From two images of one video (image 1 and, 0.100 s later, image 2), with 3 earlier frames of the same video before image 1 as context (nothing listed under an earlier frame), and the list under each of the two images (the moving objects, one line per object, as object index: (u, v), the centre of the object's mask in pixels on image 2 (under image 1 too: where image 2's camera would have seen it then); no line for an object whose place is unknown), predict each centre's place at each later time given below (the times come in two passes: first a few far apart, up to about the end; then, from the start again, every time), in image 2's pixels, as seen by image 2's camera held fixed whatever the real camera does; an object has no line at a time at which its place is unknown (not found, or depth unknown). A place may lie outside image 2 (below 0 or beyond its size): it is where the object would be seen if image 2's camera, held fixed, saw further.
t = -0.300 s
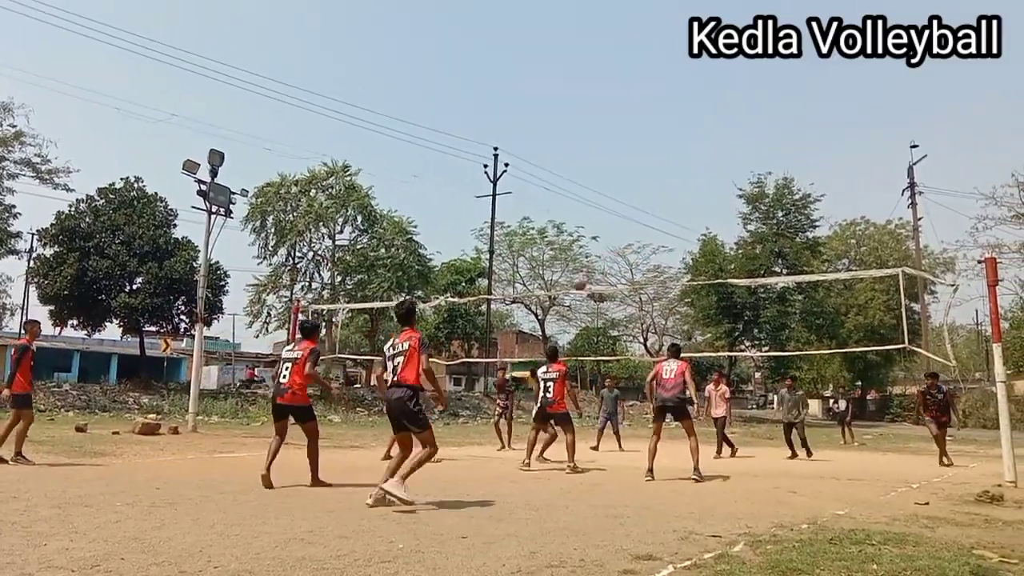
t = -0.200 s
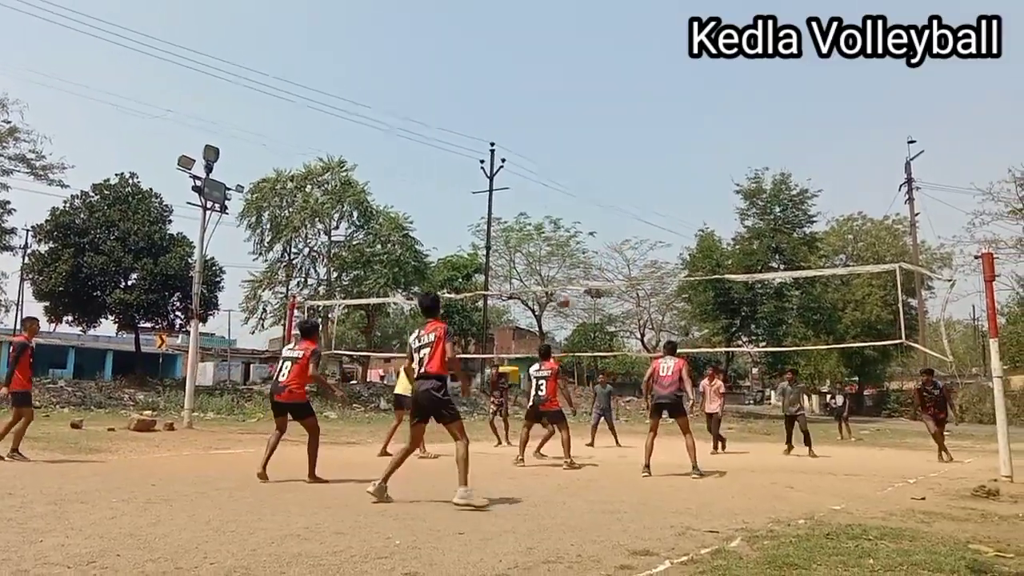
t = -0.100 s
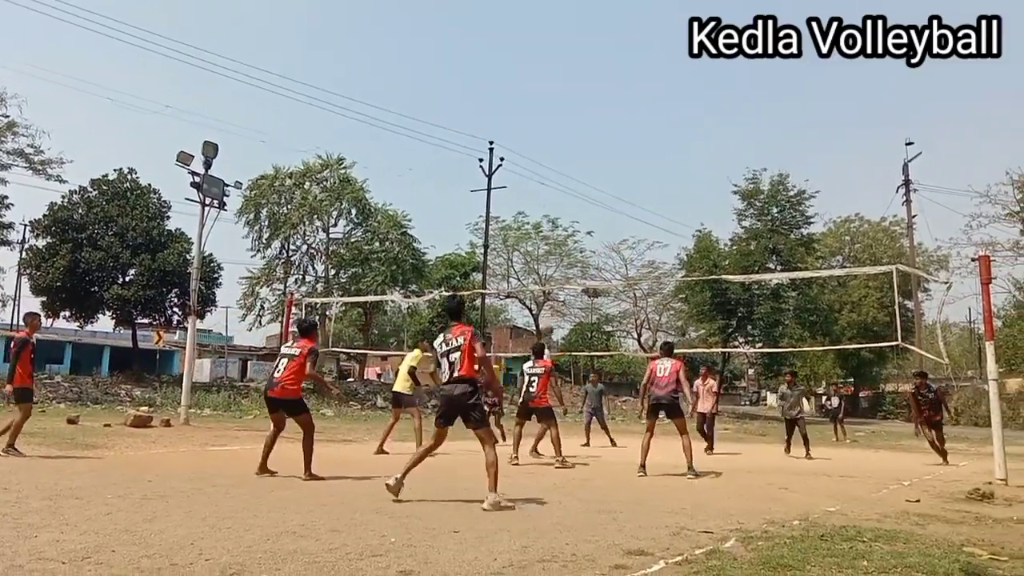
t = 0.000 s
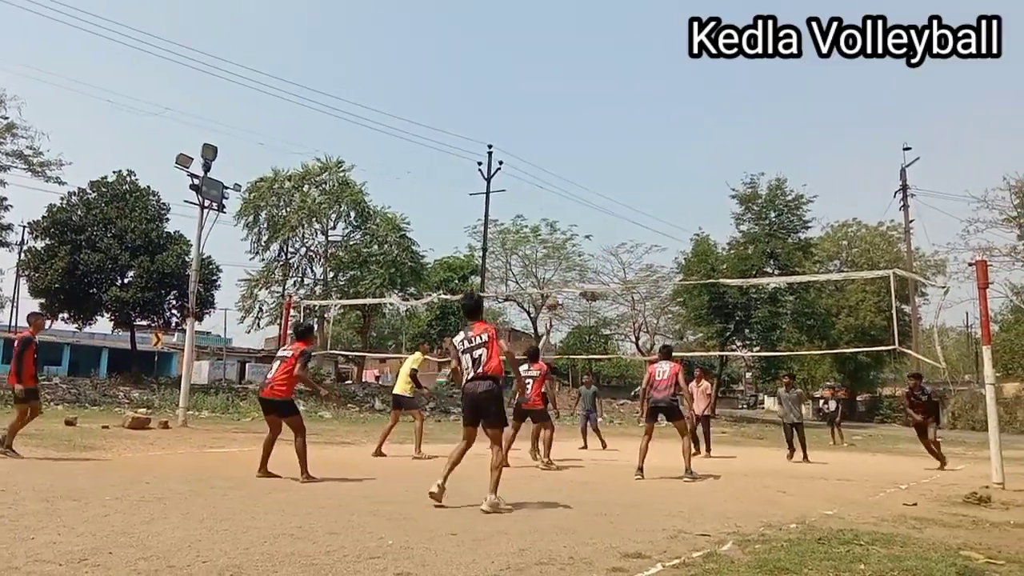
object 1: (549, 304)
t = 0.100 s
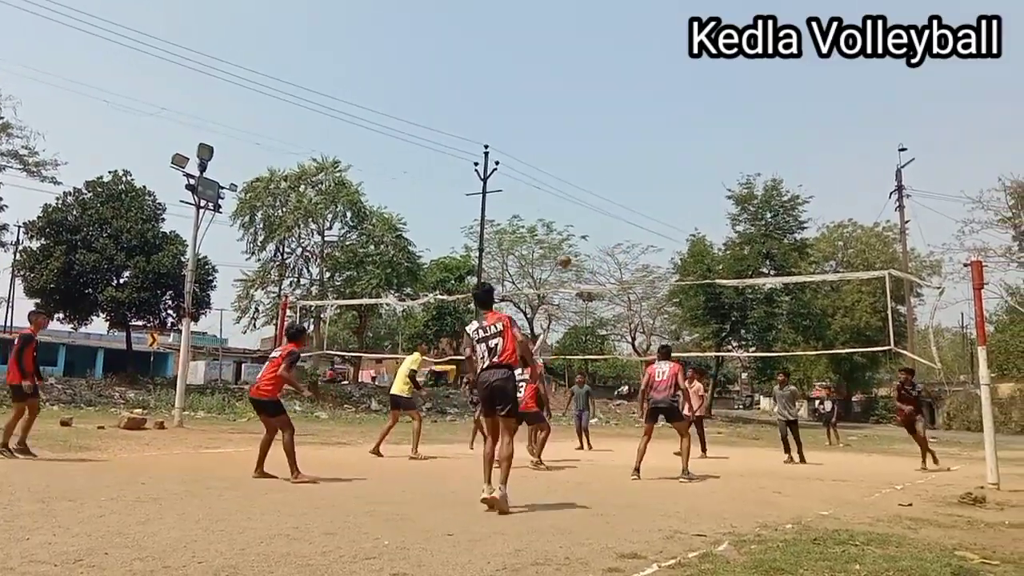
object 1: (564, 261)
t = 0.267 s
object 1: (590, 201)
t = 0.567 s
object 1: (637, 137)
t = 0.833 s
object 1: (680, 126)
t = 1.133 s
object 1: (730, 172)
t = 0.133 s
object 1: (570, 247)
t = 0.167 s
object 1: (575, 235)
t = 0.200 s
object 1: (580, 223)
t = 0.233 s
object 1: (585, 212)
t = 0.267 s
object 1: (590, 201)
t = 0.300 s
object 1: (596, 191)
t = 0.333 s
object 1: (601, 182)
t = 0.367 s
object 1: (606, 174)
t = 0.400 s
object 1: (611, 166)
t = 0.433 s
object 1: (617, 159)
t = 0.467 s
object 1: (622, 152)
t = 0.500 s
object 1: (627, 146)
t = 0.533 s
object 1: (632, 140)
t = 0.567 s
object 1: (637, 137)
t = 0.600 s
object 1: (642, 133)
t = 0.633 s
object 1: (648, 130)
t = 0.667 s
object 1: (653, 127)
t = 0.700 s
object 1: (658, 125)
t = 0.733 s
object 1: (663, 125)
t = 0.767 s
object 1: (669, 124)
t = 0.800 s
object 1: (674, 125)
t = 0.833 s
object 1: (680, 126)
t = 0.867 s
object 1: (685, 128)
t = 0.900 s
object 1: (691, 131)
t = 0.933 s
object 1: (696, 135)
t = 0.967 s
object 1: (702, 139)
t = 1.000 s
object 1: (707, 144)
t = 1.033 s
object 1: (713, 150)
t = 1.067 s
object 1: (719, 156)
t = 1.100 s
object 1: (725, 164)
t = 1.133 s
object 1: (730, 172)
